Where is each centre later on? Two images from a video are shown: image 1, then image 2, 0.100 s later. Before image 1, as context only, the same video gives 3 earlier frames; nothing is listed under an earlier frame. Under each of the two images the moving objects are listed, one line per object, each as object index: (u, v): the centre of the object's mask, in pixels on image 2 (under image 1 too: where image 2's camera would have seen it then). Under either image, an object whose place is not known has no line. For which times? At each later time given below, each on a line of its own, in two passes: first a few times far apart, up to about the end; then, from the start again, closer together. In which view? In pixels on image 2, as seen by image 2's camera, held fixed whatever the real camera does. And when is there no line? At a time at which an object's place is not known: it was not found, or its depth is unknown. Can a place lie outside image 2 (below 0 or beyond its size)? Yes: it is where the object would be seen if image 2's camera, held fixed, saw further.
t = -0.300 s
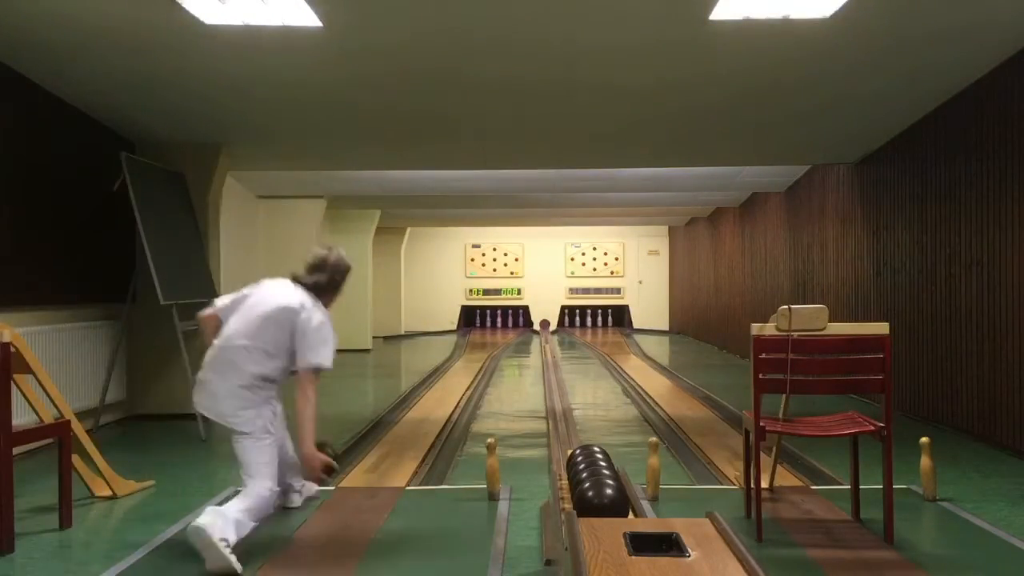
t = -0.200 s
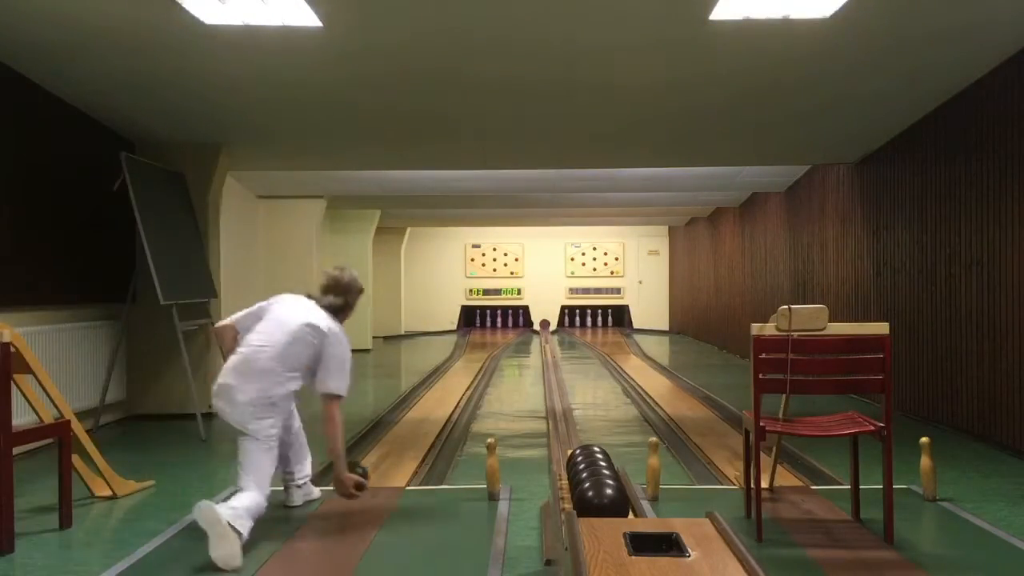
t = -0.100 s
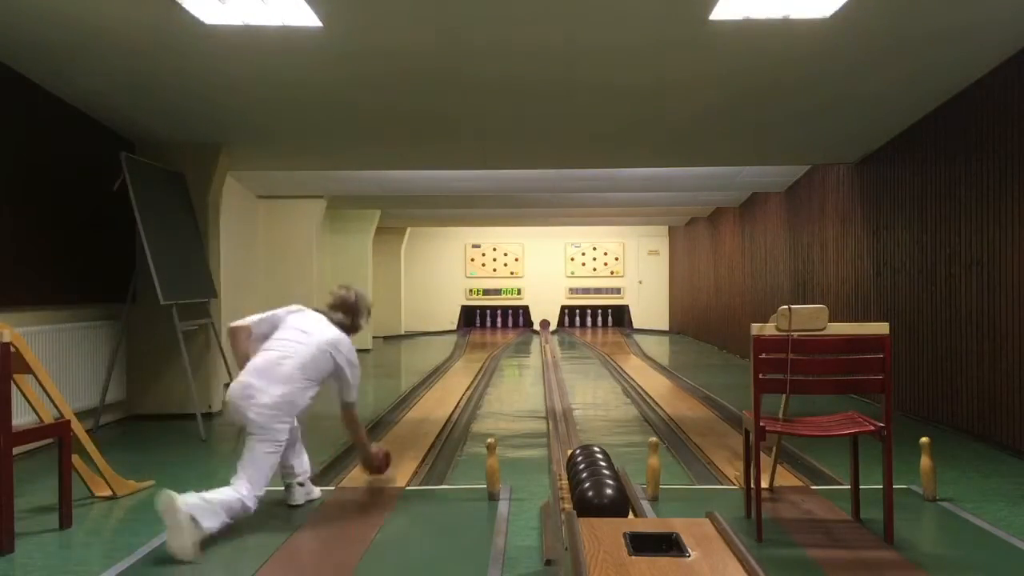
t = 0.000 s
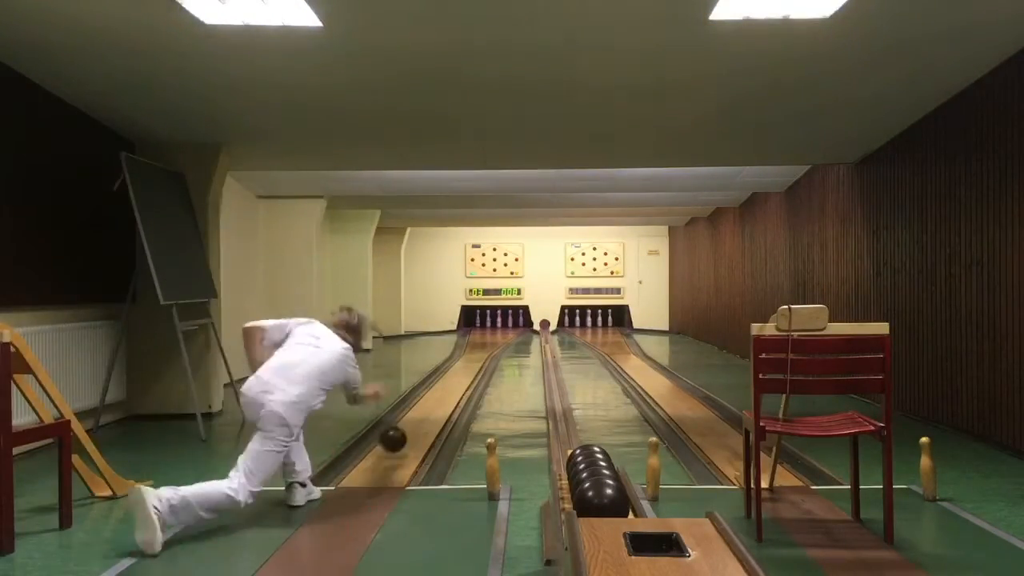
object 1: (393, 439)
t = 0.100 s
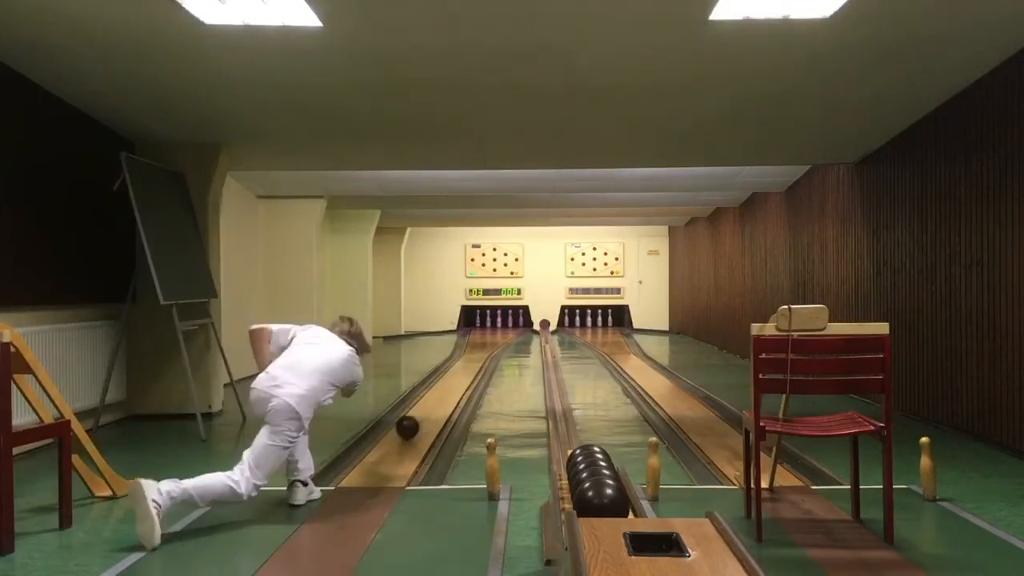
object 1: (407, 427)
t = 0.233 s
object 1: (421, 410)
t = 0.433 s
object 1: (437, 390)
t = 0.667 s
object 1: (450, 374)
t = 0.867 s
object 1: (458, 364)
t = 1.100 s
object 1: (466, 356)
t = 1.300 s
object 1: (472, 350)
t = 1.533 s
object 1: (477, 344)
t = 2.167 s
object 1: (488, 334)
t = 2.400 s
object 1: (492, 330)
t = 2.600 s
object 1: (493, 328)
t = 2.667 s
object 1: (494, 328)
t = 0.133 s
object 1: (411, 422)
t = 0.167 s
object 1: (415, 418)
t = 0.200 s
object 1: (418, 414)
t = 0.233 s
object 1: (421, 410)
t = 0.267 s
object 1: (424, 406)
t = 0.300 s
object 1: (427, 403)
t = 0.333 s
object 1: (430, 399)
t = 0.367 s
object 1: (432, 396)
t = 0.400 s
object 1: (435, 393)
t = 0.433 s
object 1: (437, 390)
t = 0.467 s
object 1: (439, 387)
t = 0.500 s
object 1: (441, 385)
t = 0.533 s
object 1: (443, 383)
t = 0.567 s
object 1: (445, 381)
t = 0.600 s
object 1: (447, 378)
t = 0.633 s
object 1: (449, 376)
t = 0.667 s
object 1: (450, 374)
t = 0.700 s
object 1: (452, 372)
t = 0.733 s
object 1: (453, 370)
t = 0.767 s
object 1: (455, 369)
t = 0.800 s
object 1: (456, 367)
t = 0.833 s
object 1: (457, 366)
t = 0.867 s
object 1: (458, 364)
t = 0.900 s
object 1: (460, 363)
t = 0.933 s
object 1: (461, 361)
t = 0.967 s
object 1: (462, 360)
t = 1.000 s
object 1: (463, 359)
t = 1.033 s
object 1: (464, 358)
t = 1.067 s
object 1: (465, 357)
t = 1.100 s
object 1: (466, 356)
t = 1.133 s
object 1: (467, 355)
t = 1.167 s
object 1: (468, 354)
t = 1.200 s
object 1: (469, 353)
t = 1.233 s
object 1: (470, 352)
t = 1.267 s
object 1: (471, 351)
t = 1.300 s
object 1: (472, 350)
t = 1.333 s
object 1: (472, 350)
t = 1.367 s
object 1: (473, 348)
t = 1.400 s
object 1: (474, 347)
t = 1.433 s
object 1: (475, 347)
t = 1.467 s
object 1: (476, 346)
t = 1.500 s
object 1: (476, 345)
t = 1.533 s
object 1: (477, 344)
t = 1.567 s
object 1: (478, 344)
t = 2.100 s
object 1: (488, 334)
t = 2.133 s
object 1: (488, 334)
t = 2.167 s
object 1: (488, 334)
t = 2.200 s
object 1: (489, 333)
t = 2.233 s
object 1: (489, 333)
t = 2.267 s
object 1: (489, 333)
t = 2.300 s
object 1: (490, 332)
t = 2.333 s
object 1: (491, 331)
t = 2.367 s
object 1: (492, 330)
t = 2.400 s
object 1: (492, 330)
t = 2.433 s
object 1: (492, 330)
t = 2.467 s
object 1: (493, 329)
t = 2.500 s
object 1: (493, 329)
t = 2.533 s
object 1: (493, 329)
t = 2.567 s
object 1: (493, 328)
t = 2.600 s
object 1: (493, 328)
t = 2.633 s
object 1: (493, 328)
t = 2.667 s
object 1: (494, 328)
